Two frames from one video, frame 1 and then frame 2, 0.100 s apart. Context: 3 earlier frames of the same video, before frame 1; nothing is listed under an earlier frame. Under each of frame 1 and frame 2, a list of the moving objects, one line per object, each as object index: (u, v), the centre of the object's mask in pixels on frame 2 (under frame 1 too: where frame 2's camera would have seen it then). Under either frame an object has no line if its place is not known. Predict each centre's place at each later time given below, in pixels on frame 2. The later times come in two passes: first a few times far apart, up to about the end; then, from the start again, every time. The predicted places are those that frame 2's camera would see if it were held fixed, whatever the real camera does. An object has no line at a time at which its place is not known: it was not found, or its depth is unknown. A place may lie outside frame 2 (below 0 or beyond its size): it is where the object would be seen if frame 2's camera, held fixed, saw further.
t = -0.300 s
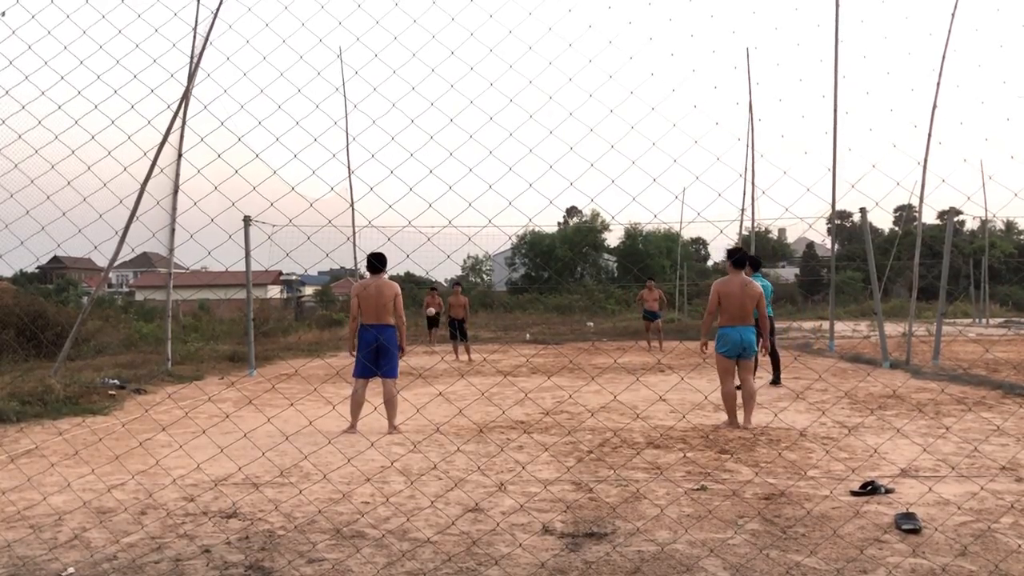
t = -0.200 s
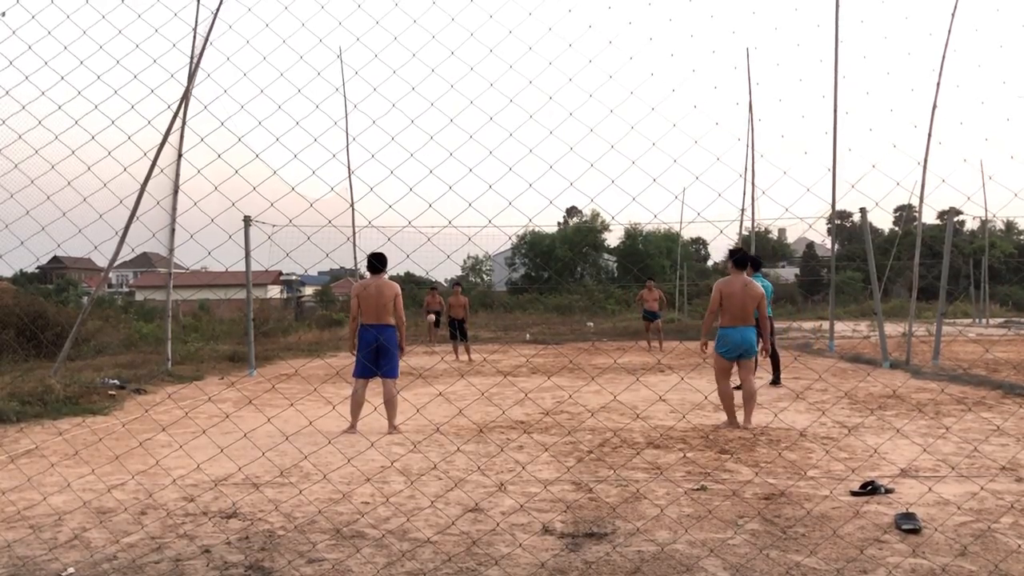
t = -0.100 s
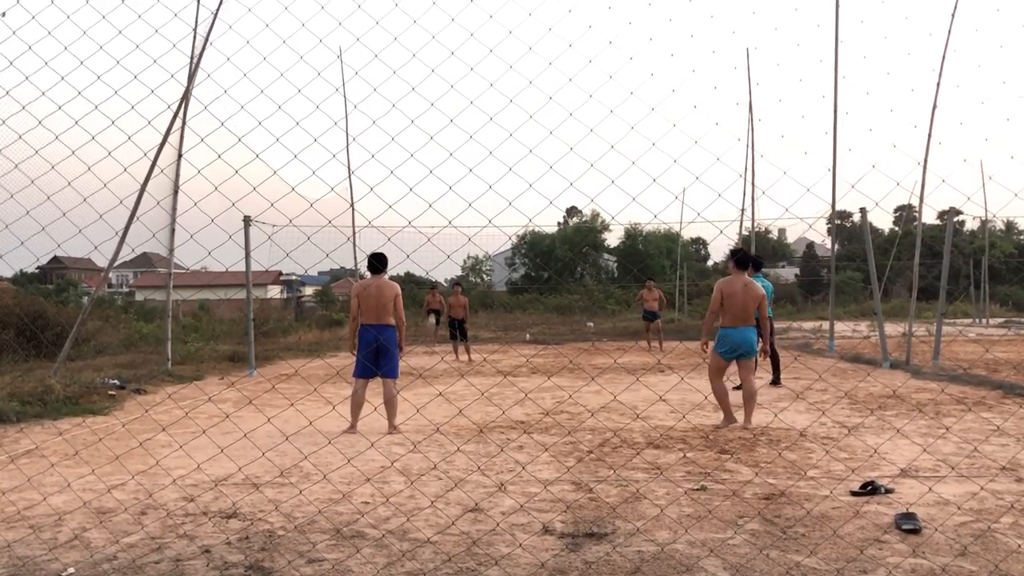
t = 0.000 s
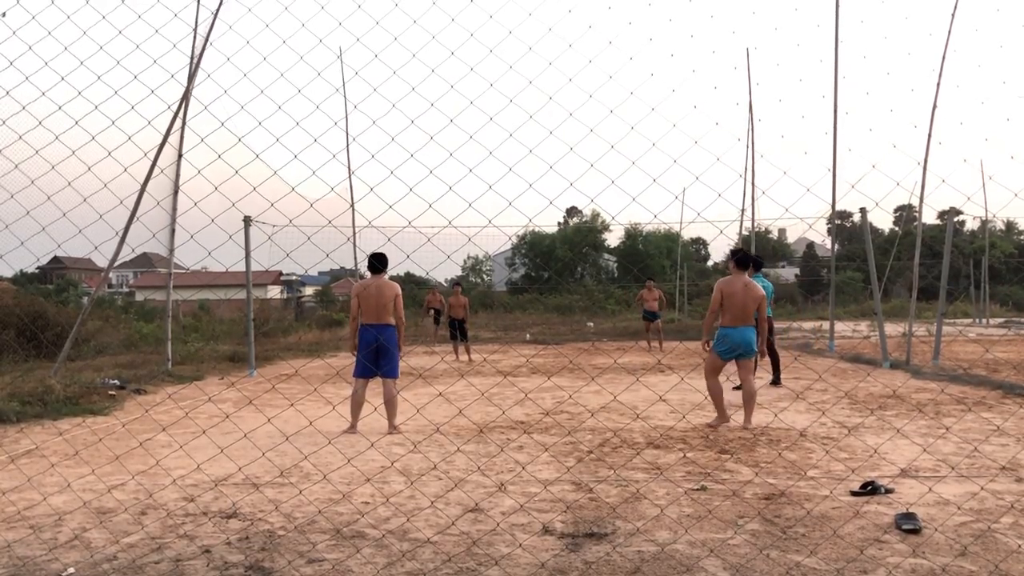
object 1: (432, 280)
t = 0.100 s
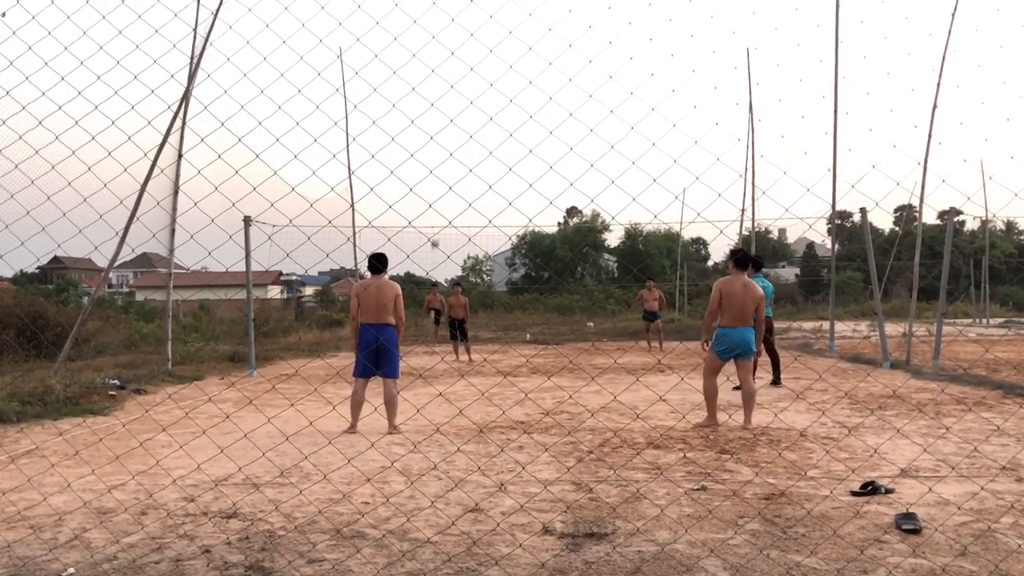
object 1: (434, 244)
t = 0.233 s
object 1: (435, 196)
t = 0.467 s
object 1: (435, 120)
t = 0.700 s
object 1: (437, 59)
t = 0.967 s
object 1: (441, 14)
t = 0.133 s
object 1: (435, 231)
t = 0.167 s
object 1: (435, 219)
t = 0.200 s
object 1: (435, 208)
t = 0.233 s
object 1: (435, 196)
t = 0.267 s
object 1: (435, 184)
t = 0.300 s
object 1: (435, 173)
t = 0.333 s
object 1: (435, 162)
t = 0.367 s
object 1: (435, 151)
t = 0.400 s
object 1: (435, 141)
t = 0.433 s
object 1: (435, 131)
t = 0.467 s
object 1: (435, 120)
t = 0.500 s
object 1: (435, 111)
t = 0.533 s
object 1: (435, 101)
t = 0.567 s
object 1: (435, 92)
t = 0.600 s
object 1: (436, 83)
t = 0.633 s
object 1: (436, 75)
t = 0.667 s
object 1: (436, 67)
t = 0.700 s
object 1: (437, 59)
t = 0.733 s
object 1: (437, 52)
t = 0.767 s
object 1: (437, 45)
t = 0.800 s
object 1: (438, 39)
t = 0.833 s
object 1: (438, 33)
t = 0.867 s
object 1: (439, 27)
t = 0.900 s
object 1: (440, 22)
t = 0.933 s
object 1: (440, 18)
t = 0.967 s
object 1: (441, 14)
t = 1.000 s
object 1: (442, 10)
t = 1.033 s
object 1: (443, 7)
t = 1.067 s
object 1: (443, 6)
